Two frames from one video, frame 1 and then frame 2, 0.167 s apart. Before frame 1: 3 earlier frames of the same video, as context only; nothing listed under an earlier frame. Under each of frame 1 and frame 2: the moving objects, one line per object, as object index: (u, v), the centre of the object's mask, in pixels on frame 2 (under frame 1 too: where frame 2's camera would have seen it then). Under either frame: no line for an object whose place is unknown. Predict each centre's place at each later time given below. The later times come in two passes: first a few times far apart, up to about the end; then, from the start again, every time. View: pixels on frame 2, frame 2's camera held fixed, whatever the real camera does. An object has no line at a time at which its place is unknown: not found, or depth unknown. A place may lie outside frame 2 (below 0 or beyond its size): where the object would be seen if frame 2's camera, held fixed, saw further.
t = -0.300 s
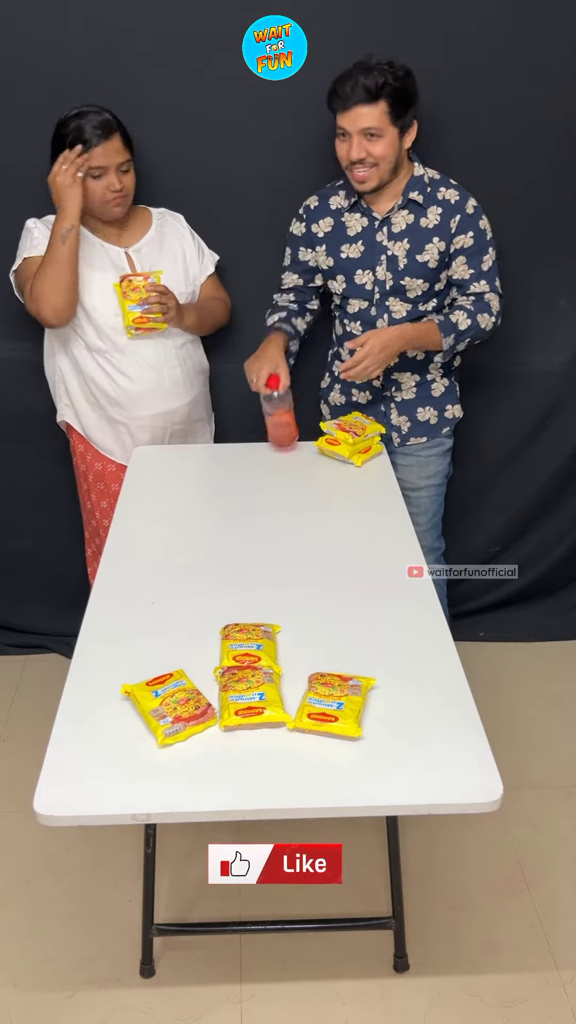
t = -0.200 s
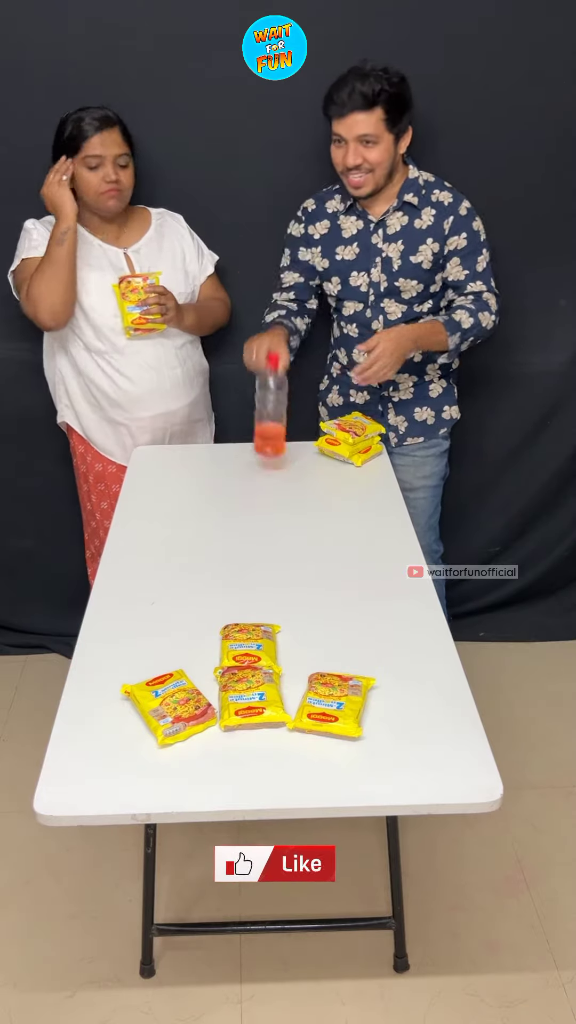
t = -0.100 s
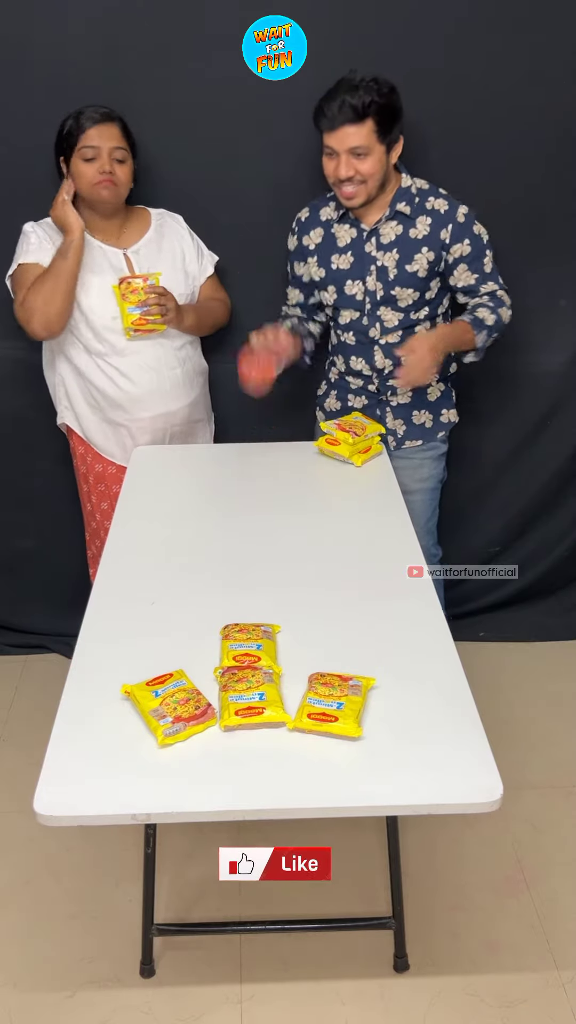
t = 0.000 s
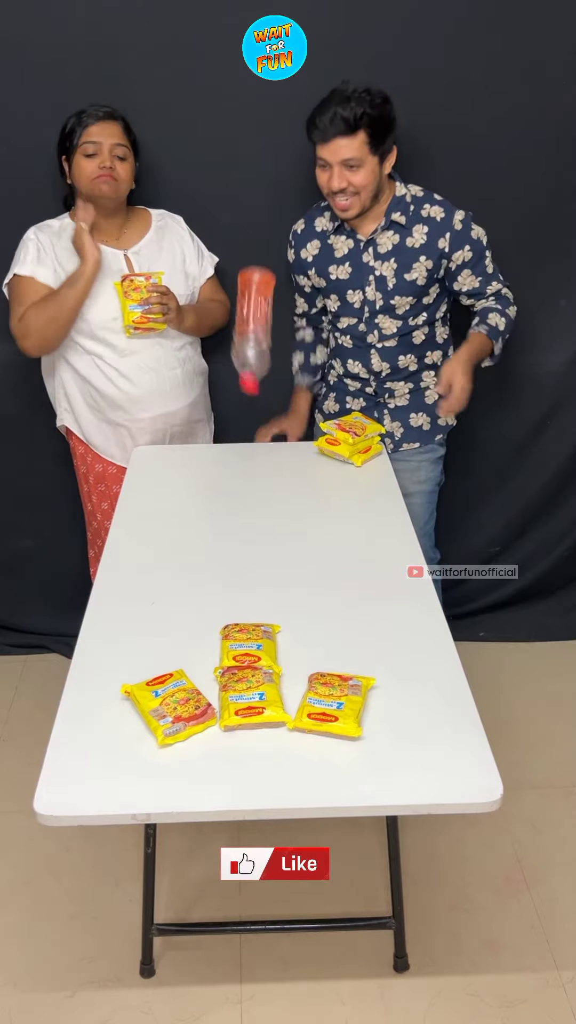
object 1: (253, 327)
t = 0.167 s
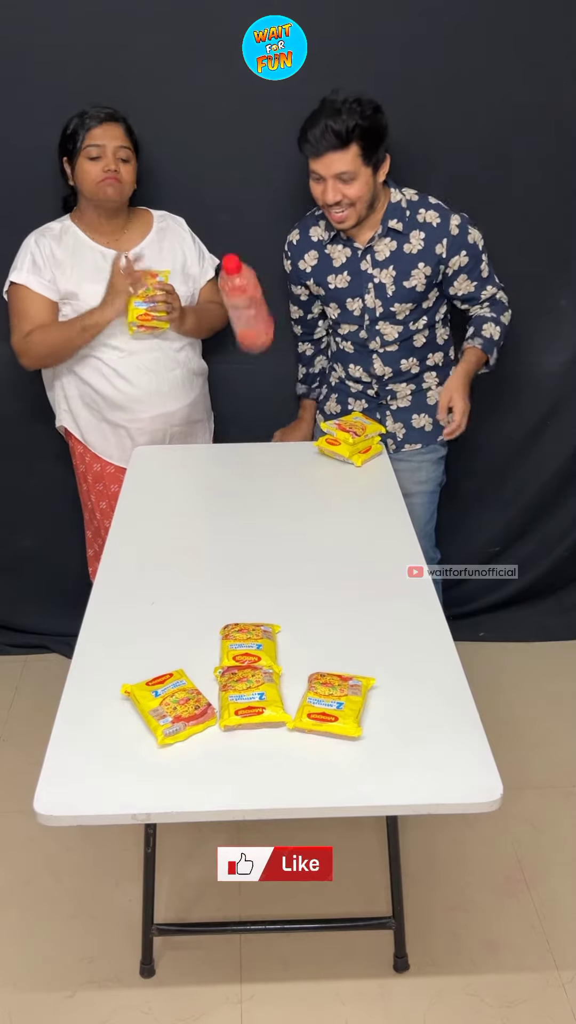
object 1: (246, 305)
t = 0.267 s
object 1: (244, 374)
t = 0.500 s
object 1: (243, 525)
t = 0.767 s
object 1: (241, 535)
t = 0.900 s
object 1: (240, 535)
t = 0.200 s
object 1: (245, 322)
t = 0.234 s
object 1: (244, 345)
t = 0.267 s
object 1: (244, 374)
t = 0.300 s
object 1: (244, 406)
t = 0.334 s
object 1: (244, 444)
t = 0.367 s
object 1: (244, 491)
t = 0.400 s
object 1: (242, 517)
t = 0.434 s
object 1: (241, 525)
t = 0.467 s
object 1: (243, 523)
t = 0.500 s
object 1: (243, 525)
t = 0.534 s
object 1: (243, 529)
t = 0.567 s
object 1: (242, 532)
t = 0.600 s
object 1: (241, 534)
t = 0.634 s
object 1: (241, 535)
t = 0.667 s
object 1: (241, 536)
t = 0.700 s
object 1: (241, 536)
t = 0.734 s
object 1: (241, 535)
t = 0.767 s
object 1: (241, 535)
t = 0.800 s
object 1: (240, 535)
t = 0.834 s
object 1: (239, 535)
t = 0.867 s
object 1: (239, 535)
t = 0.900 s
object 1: (240, 535)
